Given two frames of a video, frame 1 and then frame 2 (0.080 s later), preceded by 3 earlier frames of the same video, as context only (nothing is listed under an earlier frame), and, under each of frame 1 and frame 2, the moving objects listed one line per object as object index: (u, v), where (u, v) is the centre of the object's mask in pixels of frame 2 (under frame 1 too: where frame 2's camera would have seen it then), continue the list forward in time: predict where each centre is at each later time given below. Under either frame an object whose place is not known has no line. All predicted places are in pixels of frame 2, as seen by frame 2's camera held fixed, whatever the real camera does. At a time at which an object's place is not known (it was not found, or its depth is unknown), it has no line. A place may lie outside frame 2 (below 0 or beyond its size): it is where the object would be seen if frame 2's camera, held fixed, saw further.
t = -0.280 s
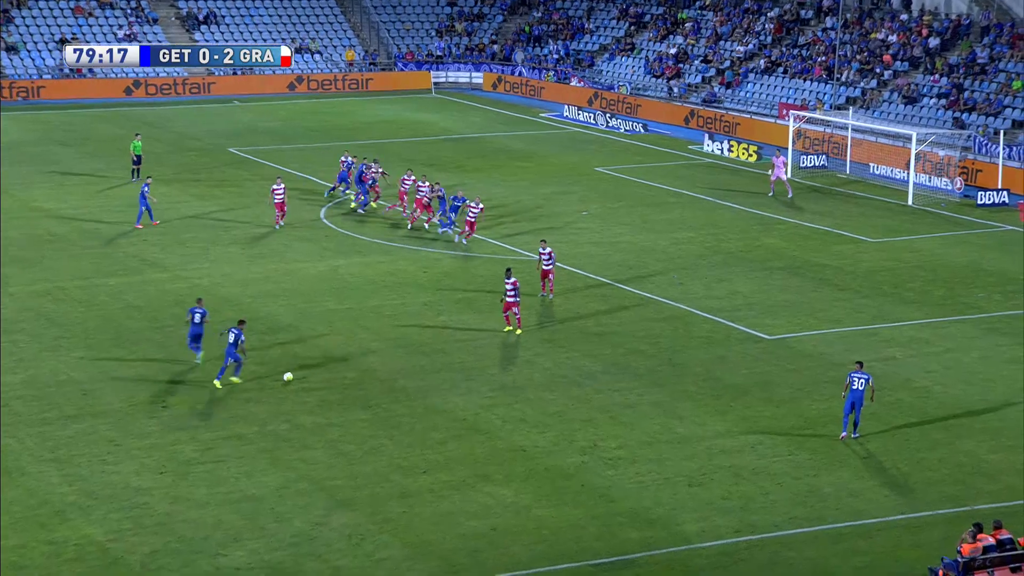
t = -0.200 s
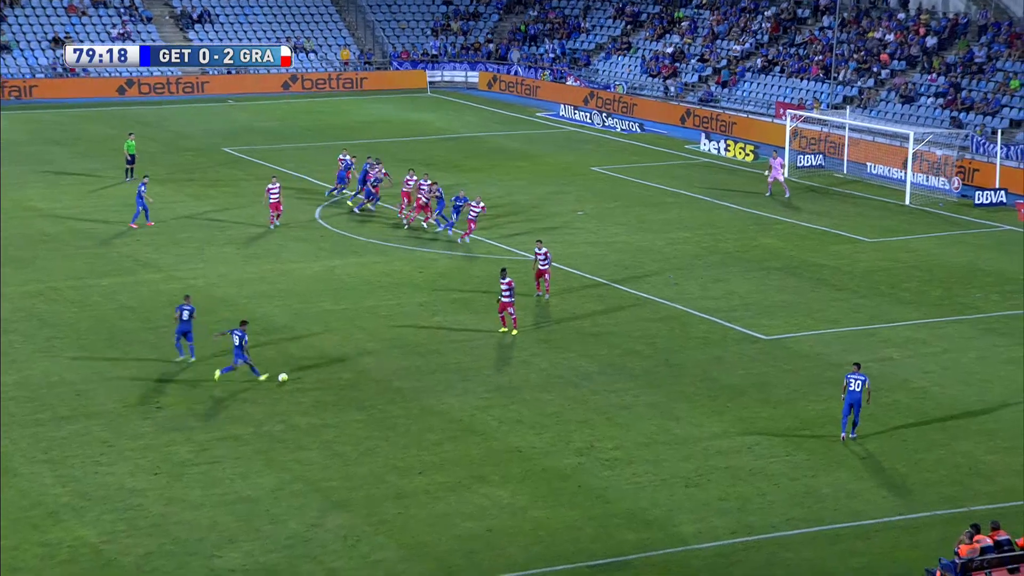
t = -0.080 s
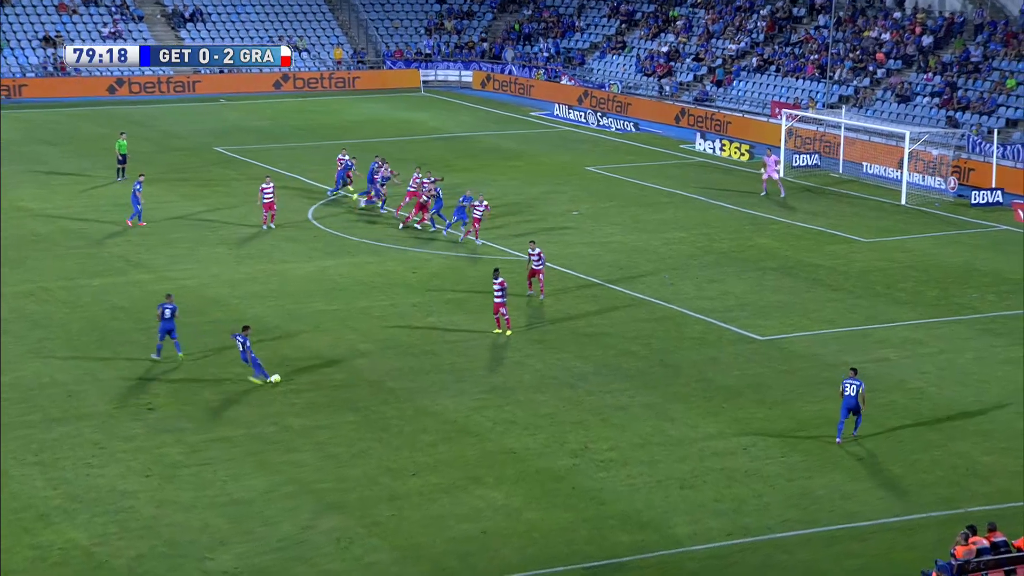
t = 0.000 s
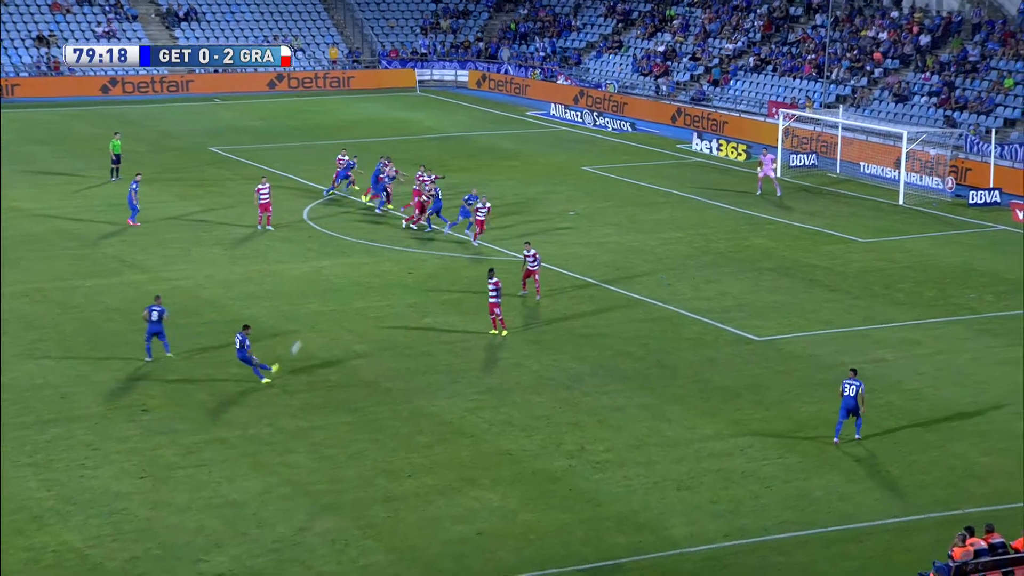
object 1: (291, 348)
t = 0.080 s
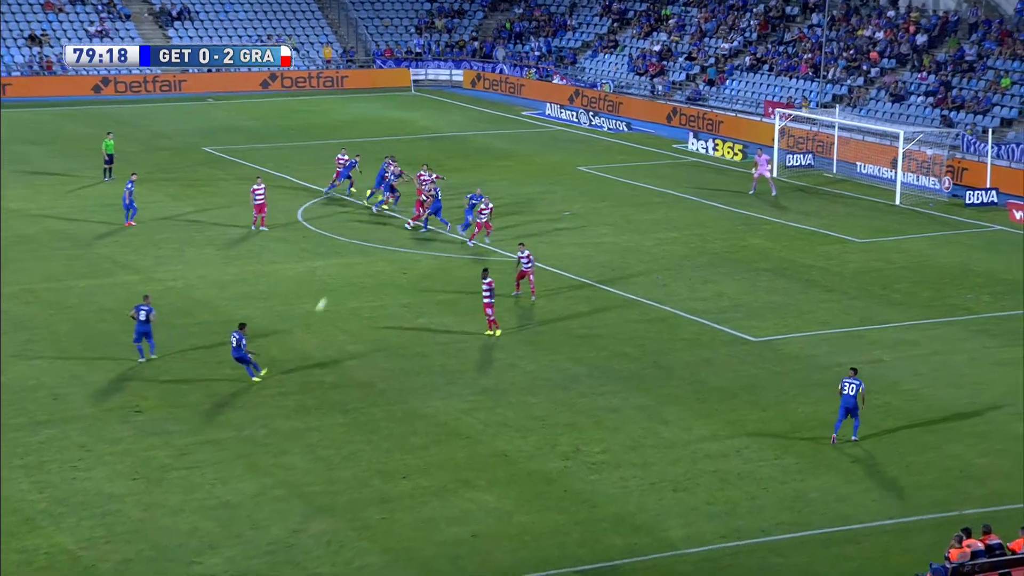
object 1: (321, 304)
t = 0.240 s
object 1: (372, 232)
